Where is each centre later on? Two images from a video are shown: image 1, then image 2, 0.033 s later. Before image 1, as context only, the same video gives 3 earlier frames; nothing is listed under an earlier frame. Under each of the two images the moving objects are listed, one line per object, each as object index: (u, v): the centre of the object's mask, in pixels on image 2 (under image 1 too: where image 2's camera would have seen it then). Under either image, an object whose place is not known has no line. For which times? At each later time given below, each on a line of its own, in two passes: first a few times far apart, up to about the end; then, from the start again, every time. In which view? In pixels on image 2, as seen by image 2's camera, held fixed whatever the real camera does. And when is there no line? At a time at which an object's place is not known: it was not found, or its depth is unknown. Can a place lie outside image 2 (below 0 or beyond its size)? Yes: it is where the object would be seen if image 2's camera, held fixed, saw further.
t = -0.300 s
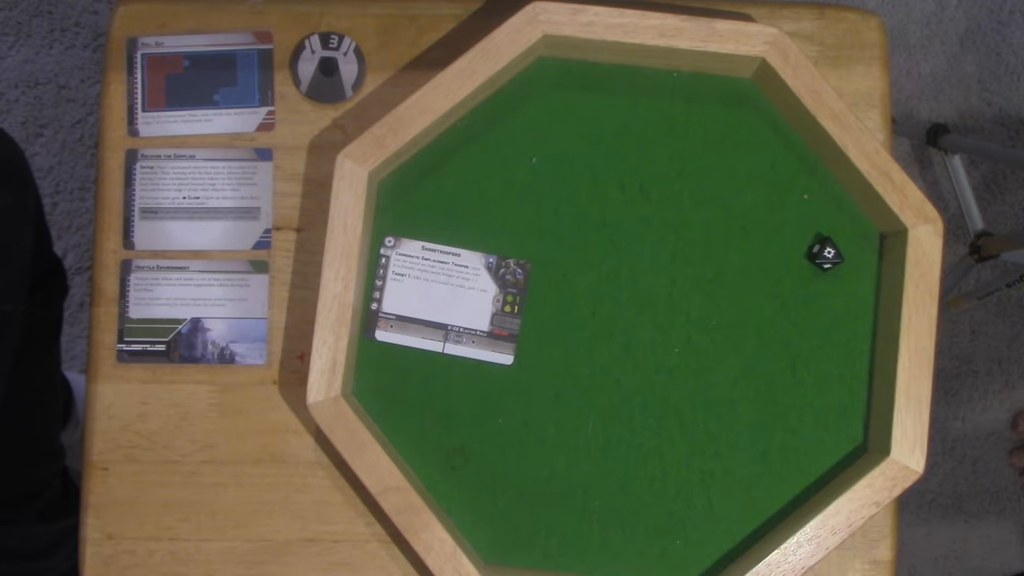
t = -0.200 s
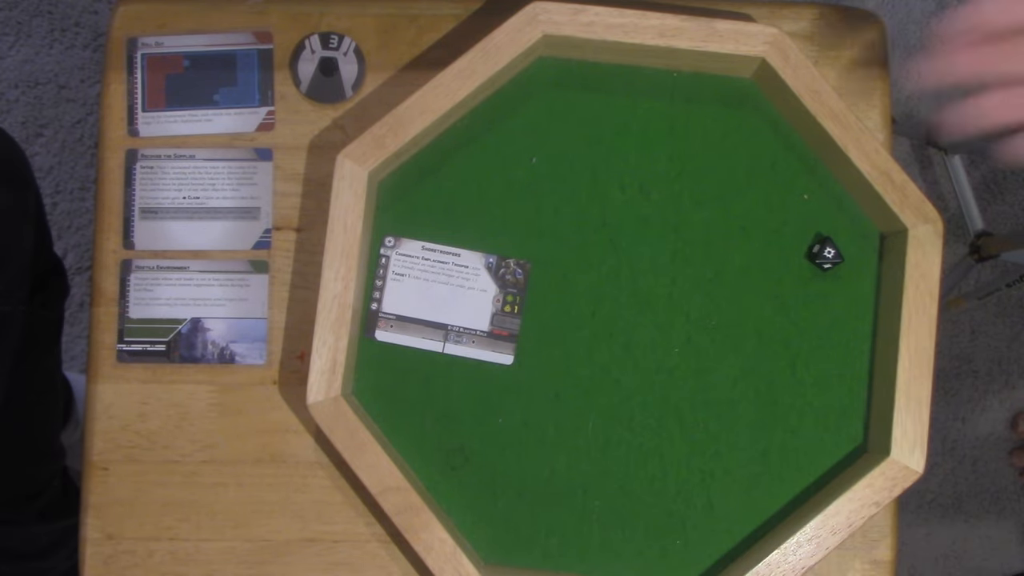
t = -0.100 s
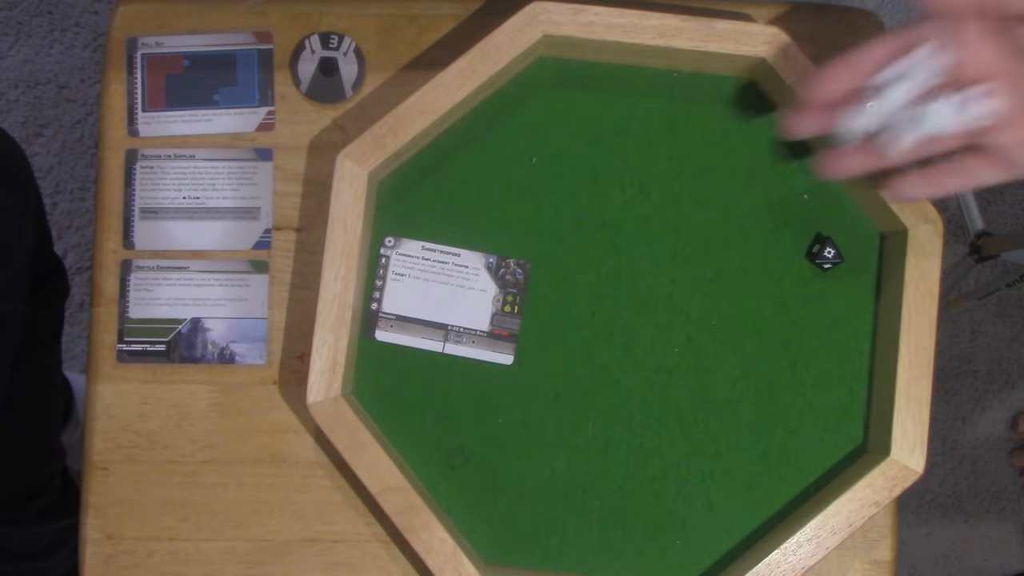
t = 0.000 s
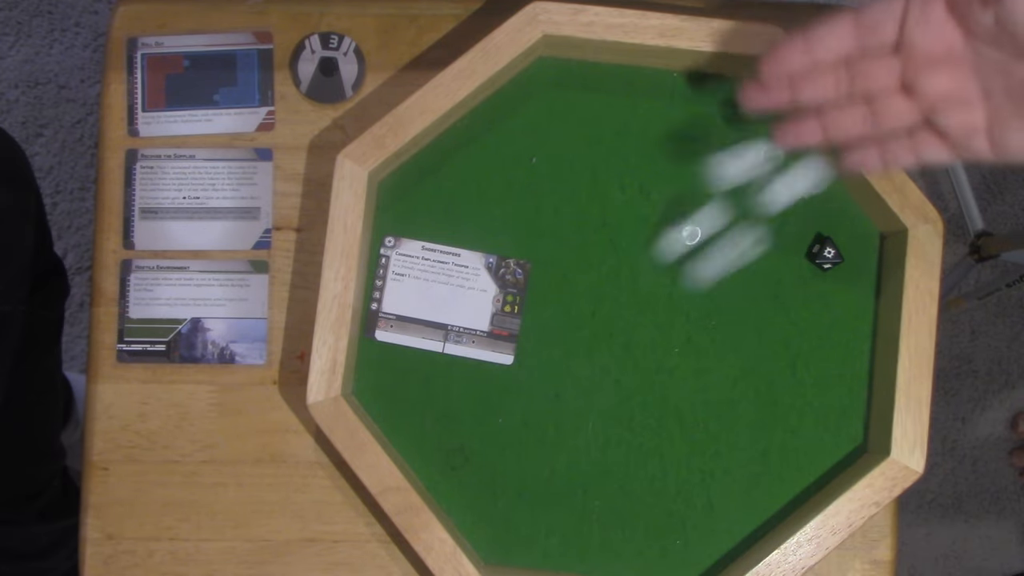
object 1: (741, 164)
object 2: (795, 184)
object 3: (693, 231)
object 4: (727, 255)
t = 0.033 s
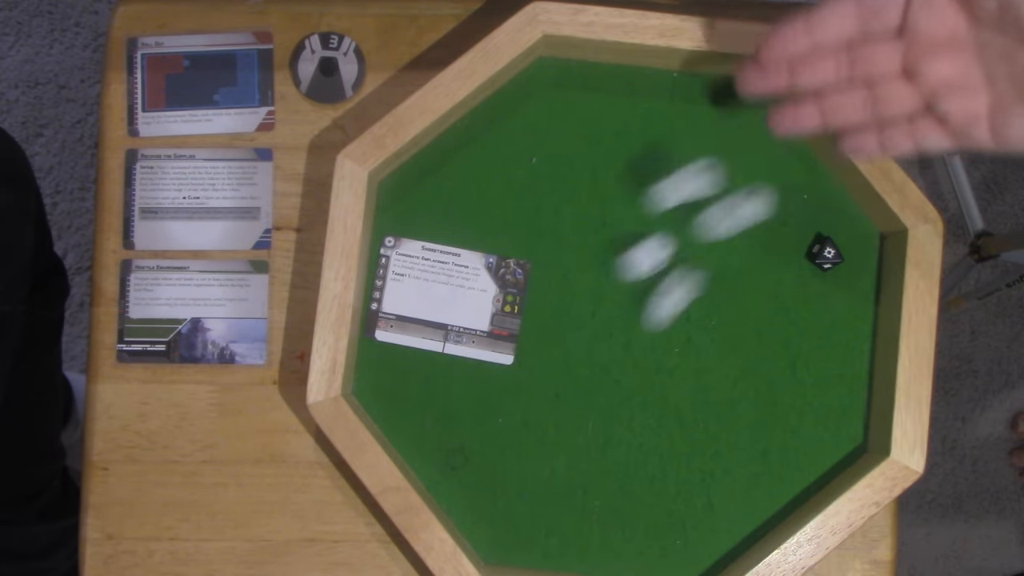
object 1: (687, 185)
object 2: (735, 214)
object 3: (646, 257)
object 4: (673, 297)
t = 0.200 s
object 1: (452, 326)
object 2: (501, 360)
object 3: (446, 391)
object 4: (488, 507)
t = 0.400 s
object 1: (390, 345)
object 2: (407, 424)
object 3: (452, 472)
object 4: (564, 531)
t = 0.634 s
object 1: (422, 327)
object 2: (429, 411)
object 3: (498, 473)
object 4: (606, 545)
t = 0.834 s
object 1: (422, 327)
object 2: (423, 419)
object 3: (494, 474)
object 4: (596, 548)
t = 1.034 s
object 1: (422, 327)
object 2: (422, 419)
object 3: (494, 474)
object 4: (595, 548)
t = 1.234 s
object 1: (422, 327)
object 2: (422, 419)
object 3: (494, 474)
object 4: (595, 548)
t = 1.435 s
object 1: (422, 327)
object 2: (422, 419)
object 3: (494, 474)
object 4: (595, 548)
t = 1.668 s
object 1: (422, 327)
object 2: (422, 419)
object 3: (494, 473)
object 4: (595, 548)
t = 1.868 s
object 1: (422, 327)
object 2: (422, 419)
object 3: (494, 474)
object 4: (595, 548)
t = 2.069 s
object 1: (422, 327)
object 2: (422, 419)
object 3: (494, 474)
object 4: (595, 548)
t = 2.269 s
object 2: (422, 419)
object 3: (494, 474)
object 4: (595, 548)
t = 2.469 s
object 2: (422, 419)
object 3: (494, 474)
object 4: (595, 548)
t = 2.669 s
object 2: (422, 420)
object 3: (494, 474)
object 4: (595, 548)
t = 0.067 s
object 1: (629, 210)
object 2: (679, 244)
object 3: (609, 282)
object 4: (635, 337)
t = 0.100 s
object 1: (582, 236)
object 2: (633, 271)
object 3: (566, 306)
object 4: (596, 378)
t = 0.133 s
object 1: (542, 265)
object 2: (588, 299)
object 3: (531, 331)
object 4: (556, 418)
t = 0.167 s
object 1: (498, 294)
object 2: (544, 329)
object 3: (476, 366)
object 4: (521, 461)
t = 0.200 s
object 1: (452, 326)
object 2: (501, 360)
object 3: (446, 391)
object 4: (488, 507)
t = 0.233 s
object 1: (413, 367)
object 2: (459, 383)
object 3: (408, 421)
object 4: (485, 526)
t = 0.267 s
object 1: (383, 387)
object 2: (423, 401)
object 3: (411, 433)
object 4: (506, 522)
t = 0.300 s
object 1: (370, 386)
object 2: (404, 408)
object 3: (419, 447)
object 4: (523, 522)
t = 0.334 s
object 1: (371, 366)
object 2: (405, 414)
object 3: (427, 462)
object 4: (539, 522)
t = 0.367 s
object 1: (380, 354)
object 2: (403, 423)
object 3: (439, 468)
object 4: (553, 527)
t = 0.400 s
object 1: (390, 345)
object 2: (407, 424)
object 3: (452, 472)
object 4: (564, 531)
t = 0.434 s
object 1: (404, 339)
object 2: (420, 418)
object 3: (459, 474)
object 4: (576, 538)
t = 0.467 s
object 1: (412, 335)
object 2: (427, 414)
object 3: (465, 477)
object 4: (583, 543)
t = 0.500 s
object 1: (417, 332)
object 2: (431, 413)
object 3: (471, 477)
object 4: (593, 548)
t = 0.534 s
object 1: (420, 329)
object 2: (432, 412)
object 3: (479, 480)
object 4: (602, 548)
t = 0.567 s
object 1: (422, 327)
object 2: (431, 411)
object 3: (484, 480)
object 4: (605, 547)
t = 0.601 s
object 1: (422, 327)
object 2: (429, 410)
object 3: (489, 479)
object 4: (606, 546)
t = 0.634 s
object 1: (422, 327)
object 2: (429, 411)
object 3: (498, 473)
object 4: (606, 545)
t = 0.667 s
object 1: (422, 327)
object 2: (428, 413)
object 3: (499, 471)
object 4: (604, 545)
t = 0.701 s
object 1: (422, 327)
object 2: (426, 416)
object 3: (497, 472)
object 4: (601, 546)
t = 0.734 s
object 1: (422, 327)
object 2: (420, 422)
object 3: (493, 475)
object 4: (594, 549)
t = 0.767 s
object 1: (422, 327)
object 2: (419, 421)
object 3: (494, 474)
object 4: (591, 549)
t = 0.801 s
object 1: (422, 327)
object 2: (423, 419)
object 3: (494, 473)
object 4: (594, 548)
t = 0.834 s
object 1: (422, 327)
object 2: (423, 419)
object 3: (494, 474)
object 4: (596, 548)
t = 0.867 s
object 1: (422, 327)
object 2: (421, 420)
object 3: (494, 474)
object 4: (594, 548)
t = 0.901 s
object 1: (422, 327)
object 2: (422, 419)
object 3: (494, 474)
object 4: (595, 548)
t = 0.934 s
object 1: (422, 327)
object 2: (422, 419)
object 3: (494, 474)
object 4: (595, 548)
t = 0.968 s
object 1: (422, 327)
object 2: (422, 420)
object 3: (494, 474)
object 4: (595, 548)
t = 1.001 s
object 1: (422, 327)
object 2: (422, 419)
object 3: (494, 474)
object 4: (595, 548)
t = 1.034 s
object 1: (422, 327)
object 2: (422, 419)
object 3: (494, 474)
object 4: (595, 548)
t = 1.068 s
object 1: (422, 327)
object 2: (422, 419)
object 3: (494, 474)
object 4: (595, 548)
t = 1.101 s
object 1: (422, 327)
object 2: (422, 419)
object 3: (494, 474)
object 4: (595, 548)
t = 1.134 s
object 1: (422, 327)
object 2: (422, 420)
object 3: (494, 474)
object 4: (595, 548)
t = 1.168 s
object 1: (422, 327)
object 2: (422, 420)
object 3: (494, 474)
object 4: (595, 548)
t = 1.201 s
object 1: (422, 327)
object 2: (422, 419)
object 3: (494, 474)
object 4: (595, 548)
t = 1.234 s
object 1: (422, 327)
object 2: (422, 419)
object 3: (494, 474)
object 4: (595, 548)
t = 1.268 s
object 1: (422, 327)
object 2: (422, 420)
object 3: (494, 474)
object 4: (595, 548)
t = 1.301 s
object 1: (422, 327)
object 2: (422, 420)
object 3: (494, 474)
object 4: (595, 548)
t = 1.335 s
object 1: (422, 327)
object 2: (422, 420)
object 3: (494, 474)
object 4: (595, 548)
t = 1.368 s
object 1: (422, 327)
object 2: (422, 420)
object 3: (494, 474)
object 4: (595, 548)
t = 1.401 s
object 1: (422, 327)
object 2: (422, 419)
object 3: (494, 474)
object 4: (595, 548)
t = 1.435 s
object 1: (422, 327)
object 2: (422, 419)
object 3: (494, 474)
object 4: (595, 548)
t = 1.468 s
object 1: (422, 327)
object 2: (422, 420)
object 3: (494, 474)
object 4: (595, 548)
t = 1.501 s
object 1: (422, 327)
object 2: (422, 419)
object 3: (494, 474)
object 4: (595, 548)
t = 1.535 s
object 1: (422, 327)
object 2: (422, 419)
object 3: (494, 474)
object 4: (595, 548)
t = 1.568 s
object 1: (422, 327)
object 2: (422, 419)
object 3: (494, 474)
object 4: (595, 548)
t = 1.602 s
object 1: (422, 327)
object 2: (422, 419)
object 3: (494, 473)
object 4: (595, 548)
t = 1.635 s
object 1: (422, 327)
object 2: (422, 419)
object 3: (494, 473)
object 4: (595, 548)
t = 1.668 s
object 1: (422, 327)
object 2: (422, 419)
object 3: (494, 473)
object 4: (595, 548)
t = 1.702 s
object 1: (422, 327)
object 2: (422, 419)
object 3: (494, 473)
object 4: (595, 548)
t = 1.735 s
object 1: (422, 327)
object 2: (422, 419)
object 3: (494, 474)
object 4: (595, 548)
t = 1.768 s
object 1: (422, 327)
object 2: (422, 419)
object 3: (494, 473)
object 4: (595, 548)
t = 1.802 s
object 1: (422, 327)
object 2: (422, 419)
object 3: (495, 474)
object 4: (595, 548)
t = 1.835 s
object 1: (422, 327)
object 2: (422, 419)
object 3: (494, 473)
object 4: (595, 548)
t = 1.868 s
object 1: (422, 327)
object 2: (422, 419)
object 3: (494, 474)
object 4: (595, 548)
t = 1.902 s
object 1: (422, 327)
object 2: (422, 419)
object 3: (494, 474)
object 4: (595, 548)
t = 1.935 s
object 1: (422, 327)
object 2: (422, 419)
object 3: (494, 474)
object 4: (595, 548)
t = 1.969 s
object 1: (422, 327)
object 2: (422, 419)
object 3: (494, 473)
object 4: (595, 548)
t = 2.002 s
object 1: (422, 327)
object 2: (422, 419)
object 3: (494, 473)
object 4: (595, 548)
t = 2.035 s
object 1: (422, 327)
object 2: (422, 419)
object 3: (494, 474)
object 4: (595, 548)
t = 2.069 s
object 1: (422, 327)
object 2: (422, 419)
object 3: (494, 474)
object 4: (595, 548)
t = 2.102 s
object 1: (422, 327)
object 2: (422, 419)
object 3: (494, 474)
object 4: (595, 548)
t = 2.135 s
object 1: (422, 327)
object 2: (422, 419)
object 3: (494, 474)
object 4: (595, 548)
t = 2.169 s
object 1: (422, 327)
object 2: (422, 419)
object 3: (494, 474)
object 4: (595, 548)
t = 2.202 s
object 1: (422, 327)
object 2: (422, 419)
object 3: (494, 474)
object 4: (595, 548)
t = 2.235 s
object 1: (422, 327)
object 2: (422, 420)
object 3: (494, 474)
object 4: (595, 548)
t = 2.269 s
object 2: (422, 419)
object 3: (494, 474)
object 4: (595, 548)
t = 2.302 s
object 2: (422, 420)
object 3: (494, 474)
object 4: (595, 548)
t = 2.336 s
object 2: (422, 419)
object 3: (494, 474)
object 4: (595, 548)
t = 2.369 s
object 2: (422, 419)
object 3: (494, 474)
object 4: (595, 548)
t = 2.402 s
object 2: (422, 419)
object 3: (494, 474)
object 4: (595, 548)
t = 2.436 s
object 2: (422, 419)
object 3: (494, 474)
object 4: (595, 548)
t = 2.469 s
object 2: (422, 419)
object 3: (494, 474)
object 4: (595, 548)
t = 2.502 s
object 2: (422, 420)
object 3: (494, 474)
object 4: (595, 548)
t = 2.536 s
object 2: (422, 420)
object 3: (494, 474)
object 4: (595, 548)
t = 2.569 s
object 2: (422, 419)
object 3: (494, 474)
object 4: (595, 548)
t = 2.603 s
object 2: (422, 419)
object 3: (494, 474)
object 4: (595, 548)
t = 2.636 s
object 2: (422, 419)
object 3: (495, 474)
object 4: (595, 548)
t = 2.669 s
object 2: (422, 420)
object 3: (494, 474)
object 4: (595, 548)
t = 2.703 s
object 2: (422, 420)
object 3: (494, 474)
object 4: (595, 548)
